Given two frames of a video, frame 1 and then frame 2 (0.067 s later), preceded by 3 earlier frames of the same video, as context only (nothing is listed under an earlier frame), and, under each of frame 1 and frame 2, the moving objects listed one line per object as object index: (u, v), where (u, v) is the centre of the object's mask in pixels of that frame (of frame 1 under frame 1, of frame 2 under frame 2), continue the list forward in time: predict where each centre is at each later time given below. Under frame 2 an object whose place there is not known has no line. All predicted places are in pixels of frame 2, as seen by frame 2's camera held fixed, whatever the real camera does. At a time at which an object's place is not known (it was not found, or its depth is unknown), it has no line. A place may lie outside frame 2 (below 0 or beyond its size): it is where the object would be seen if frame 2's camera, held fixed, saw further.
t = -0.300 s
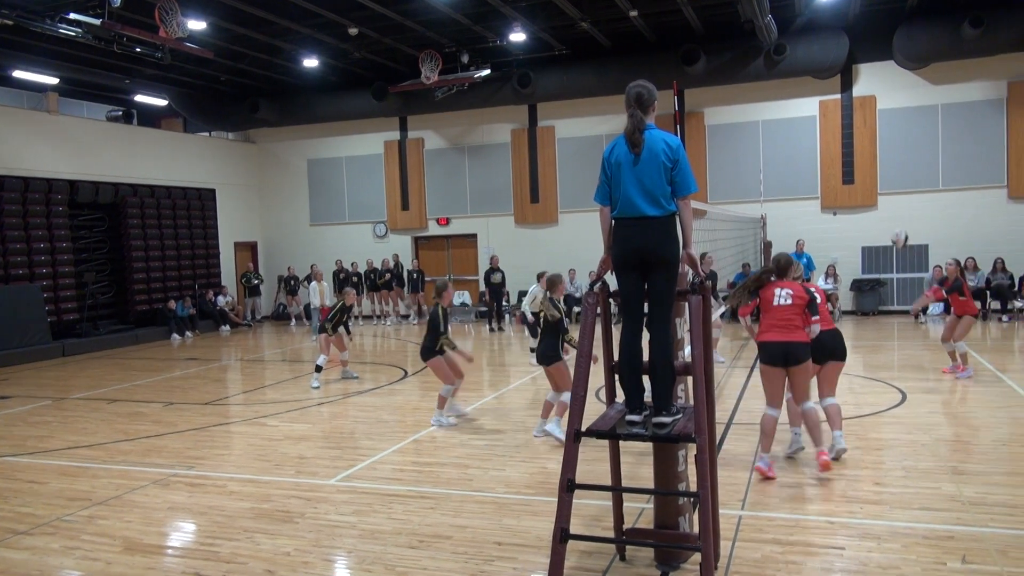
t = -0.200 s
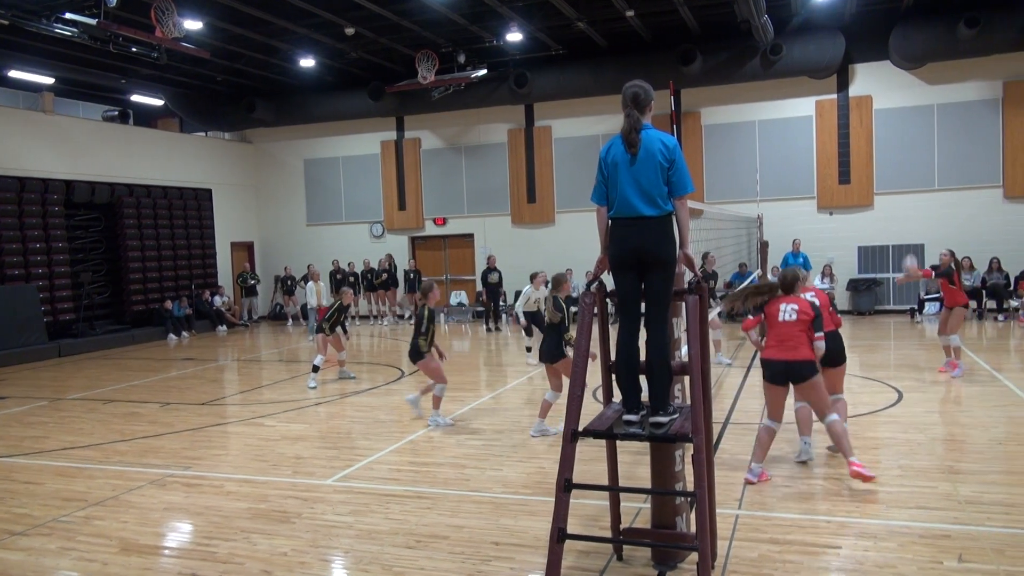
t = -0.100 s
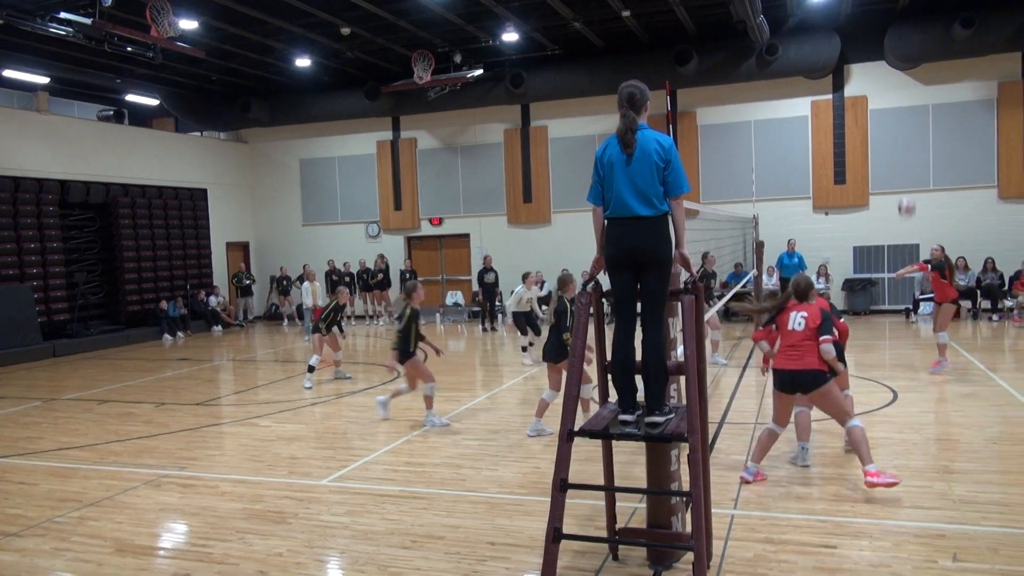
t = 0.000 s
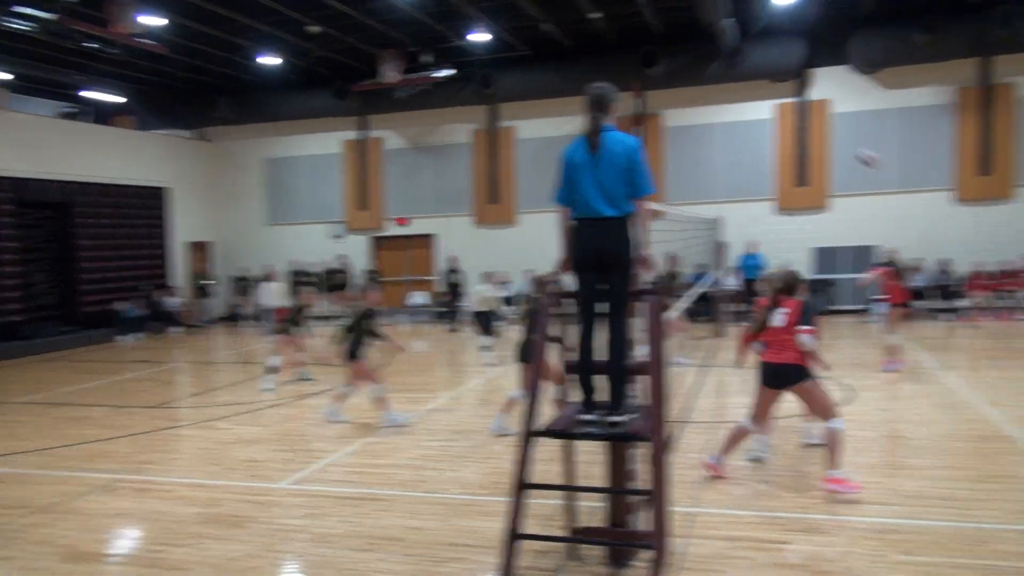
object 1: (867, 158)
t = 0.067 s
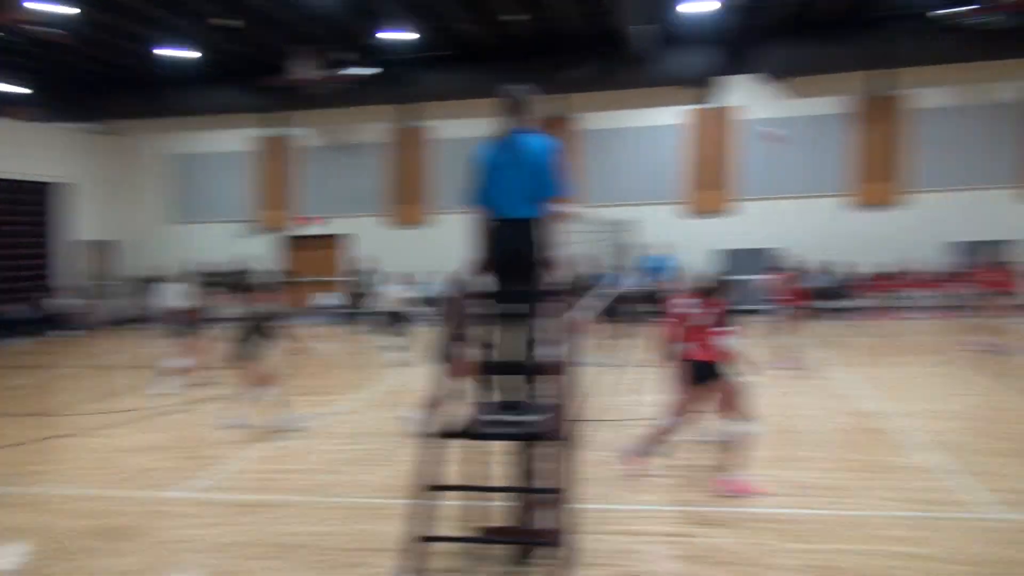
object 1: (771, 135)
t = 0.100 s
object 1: (772, 123)
